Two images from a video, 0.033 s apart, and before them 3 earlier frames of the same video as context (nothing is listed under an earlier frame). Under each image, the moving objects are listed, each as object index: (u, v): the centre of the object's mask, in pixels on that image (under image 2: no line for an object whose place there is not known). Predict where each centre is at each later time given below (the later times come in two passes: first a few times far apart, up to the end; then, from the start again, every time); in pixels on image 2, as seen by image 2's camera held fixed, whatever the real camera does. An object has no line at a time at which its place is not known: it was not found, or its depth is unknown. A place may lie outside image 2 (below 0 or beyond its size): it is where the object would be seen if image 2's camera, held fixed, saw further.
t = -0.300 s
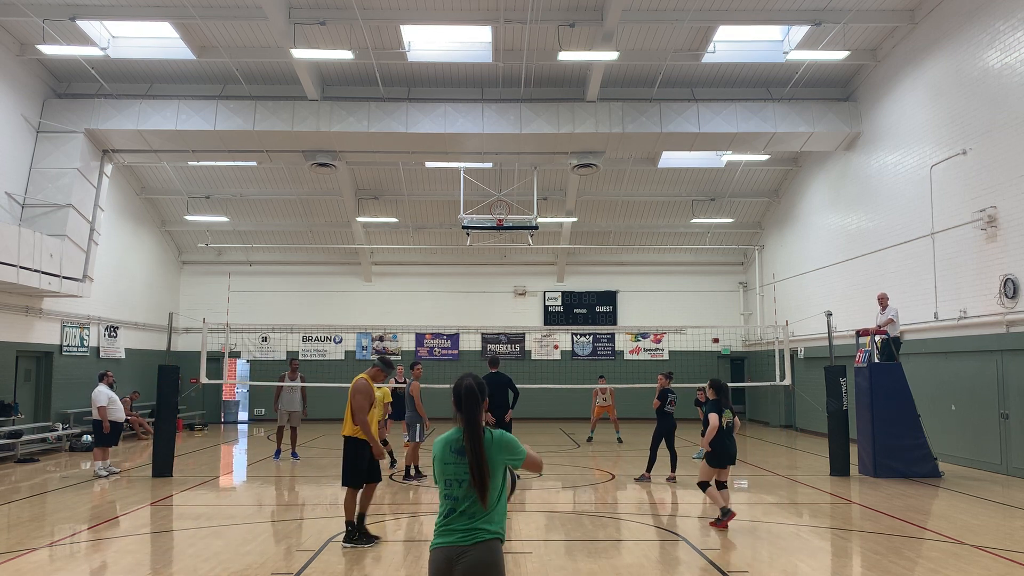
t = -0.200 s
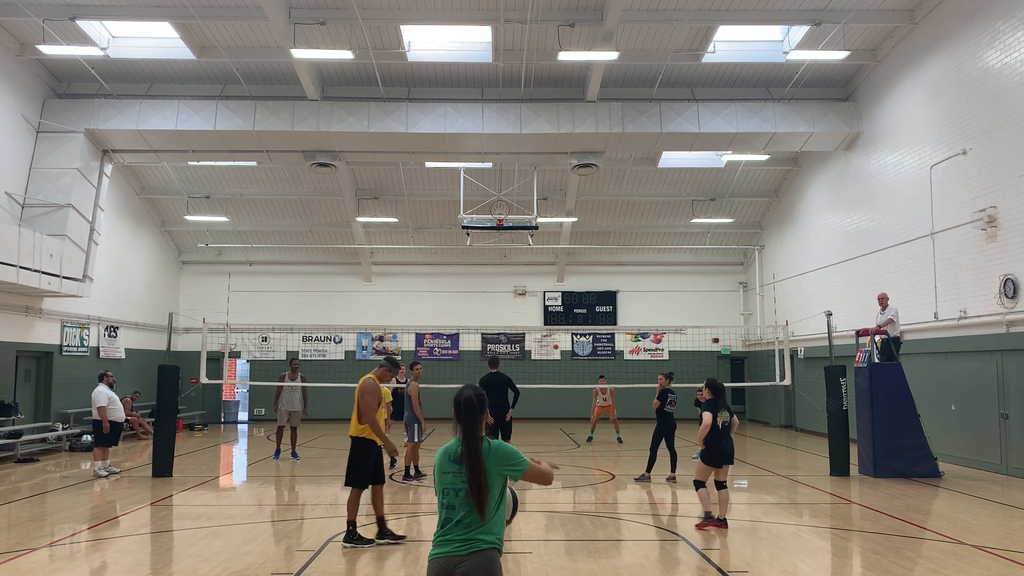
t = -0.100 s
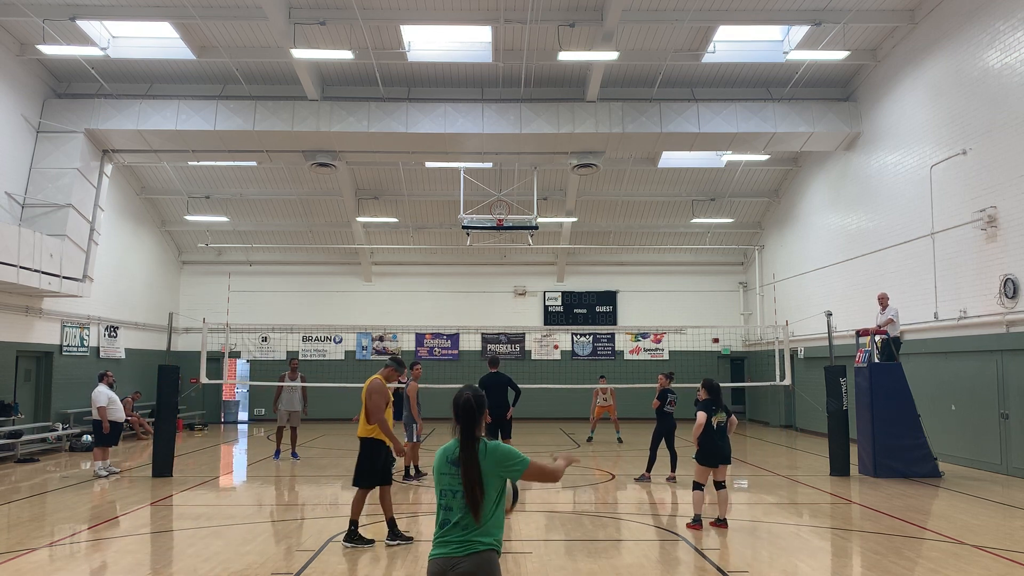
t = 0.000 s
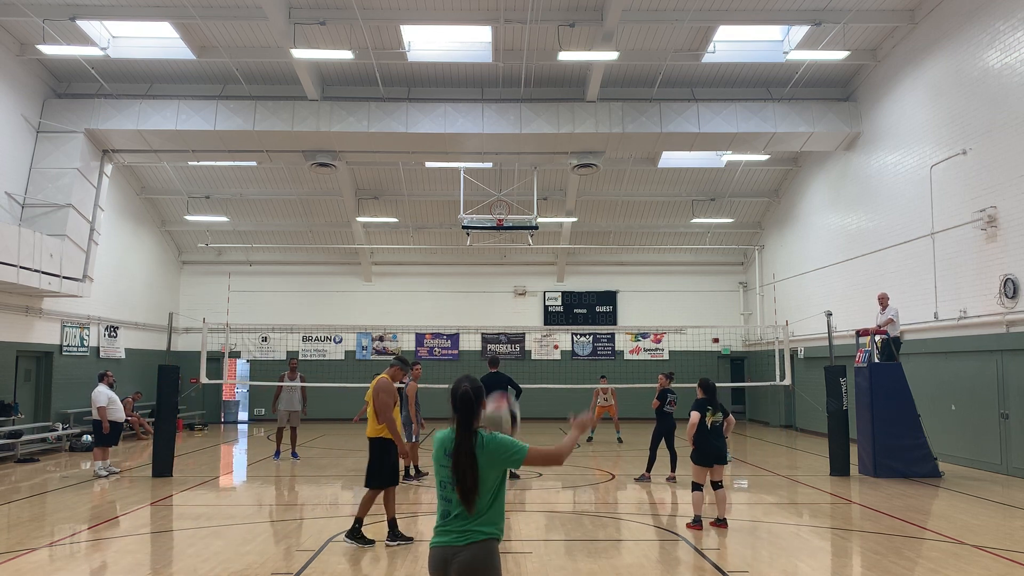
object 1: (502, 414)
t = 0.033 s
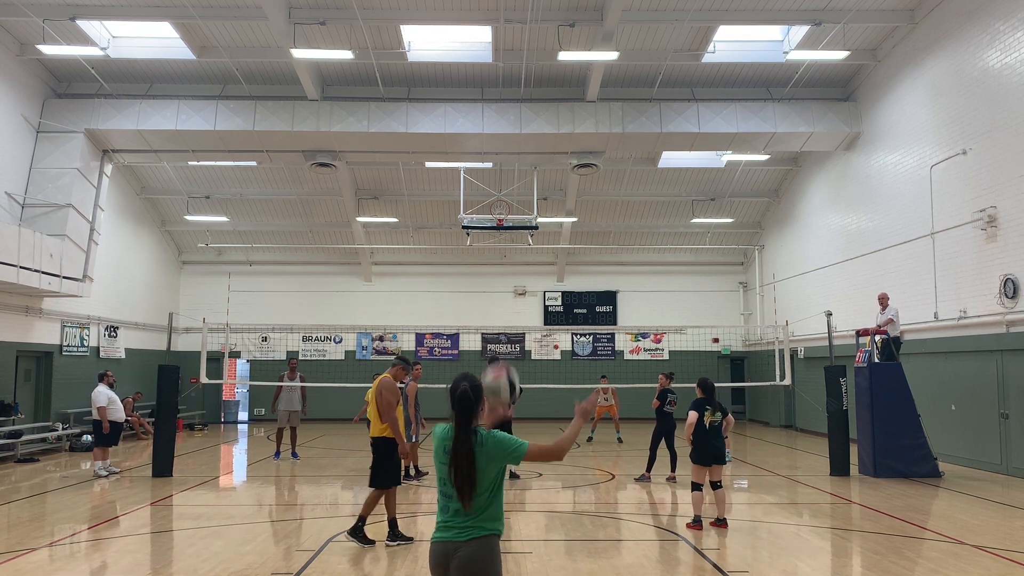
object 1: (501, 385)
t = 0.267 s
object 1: (496, 240)
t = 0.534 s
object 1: (490, 199)
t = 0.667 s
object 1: (487, 226)
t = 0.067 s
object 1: (500, 358)
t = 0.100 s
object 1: (499, 331)
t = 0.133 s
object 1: (499, 308)
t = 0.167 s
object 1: (498, 289)
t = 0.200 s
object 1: (497, 269)
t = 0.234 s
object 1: (497, 253)
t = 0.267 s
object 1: (496, 240)
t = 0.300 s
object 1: (495, 228)
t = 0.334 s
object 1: (495, 218)
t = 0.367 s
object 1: (494, 209)
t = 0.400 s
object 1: (493, 203)
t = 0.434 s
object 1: (492, 199)
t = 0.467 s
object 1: (491, 197)
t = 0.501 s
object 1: (491, 197)
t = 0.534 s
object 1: (490, 199)
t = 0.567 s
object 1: (489, 203)
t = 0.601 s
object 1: (489, 208)
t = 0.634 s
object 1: (488, 216)
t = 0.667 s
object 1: (487, 226)
